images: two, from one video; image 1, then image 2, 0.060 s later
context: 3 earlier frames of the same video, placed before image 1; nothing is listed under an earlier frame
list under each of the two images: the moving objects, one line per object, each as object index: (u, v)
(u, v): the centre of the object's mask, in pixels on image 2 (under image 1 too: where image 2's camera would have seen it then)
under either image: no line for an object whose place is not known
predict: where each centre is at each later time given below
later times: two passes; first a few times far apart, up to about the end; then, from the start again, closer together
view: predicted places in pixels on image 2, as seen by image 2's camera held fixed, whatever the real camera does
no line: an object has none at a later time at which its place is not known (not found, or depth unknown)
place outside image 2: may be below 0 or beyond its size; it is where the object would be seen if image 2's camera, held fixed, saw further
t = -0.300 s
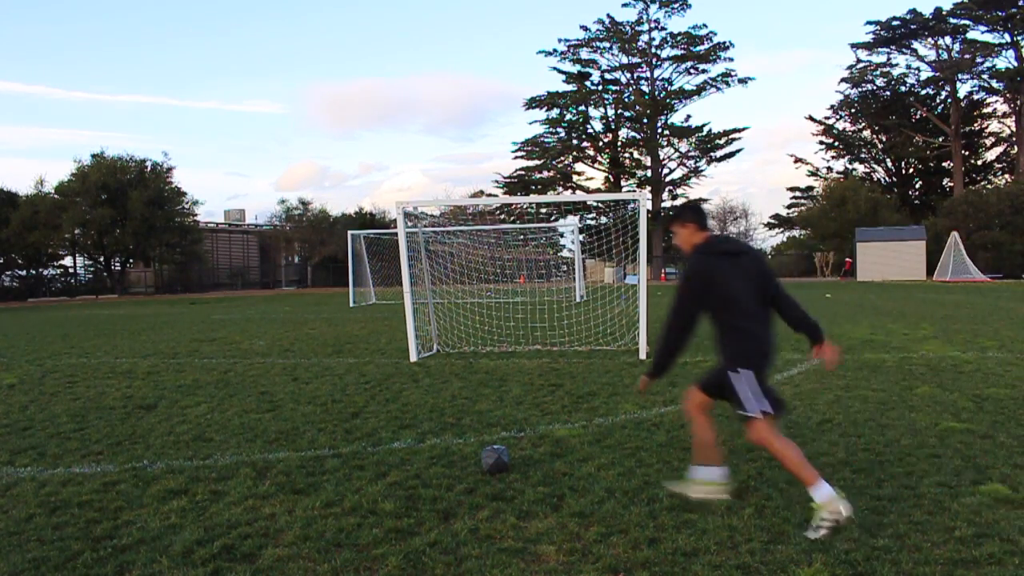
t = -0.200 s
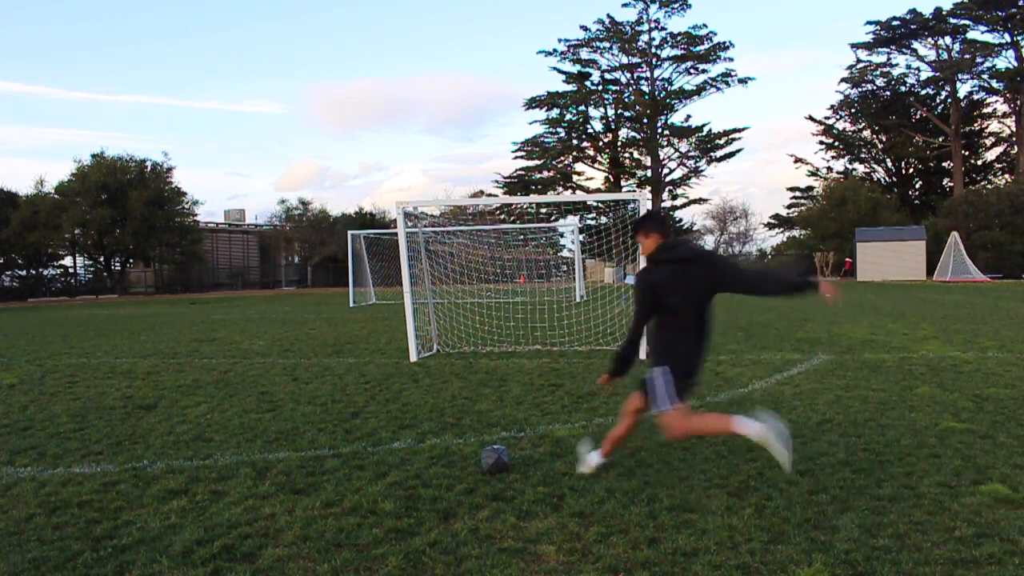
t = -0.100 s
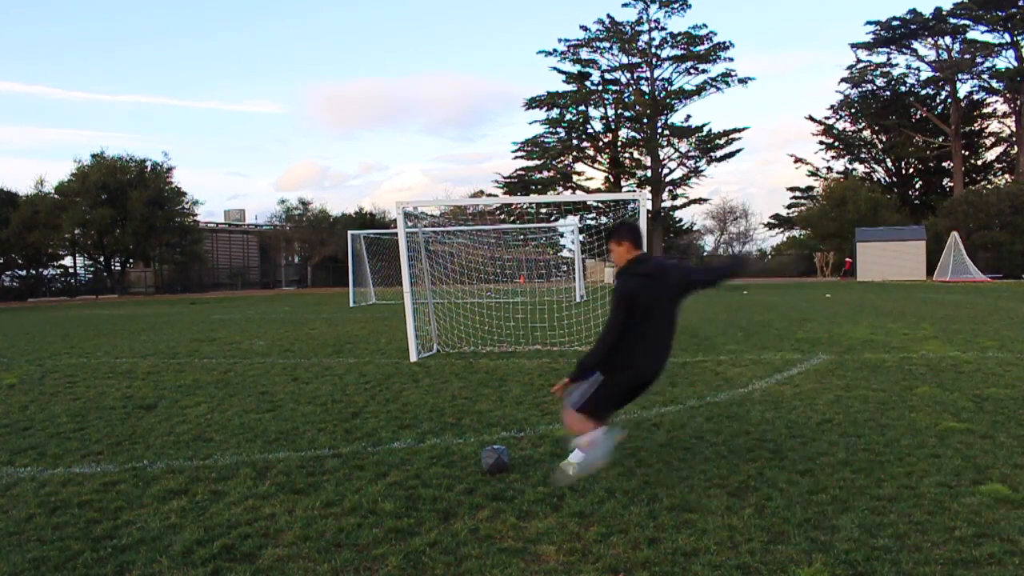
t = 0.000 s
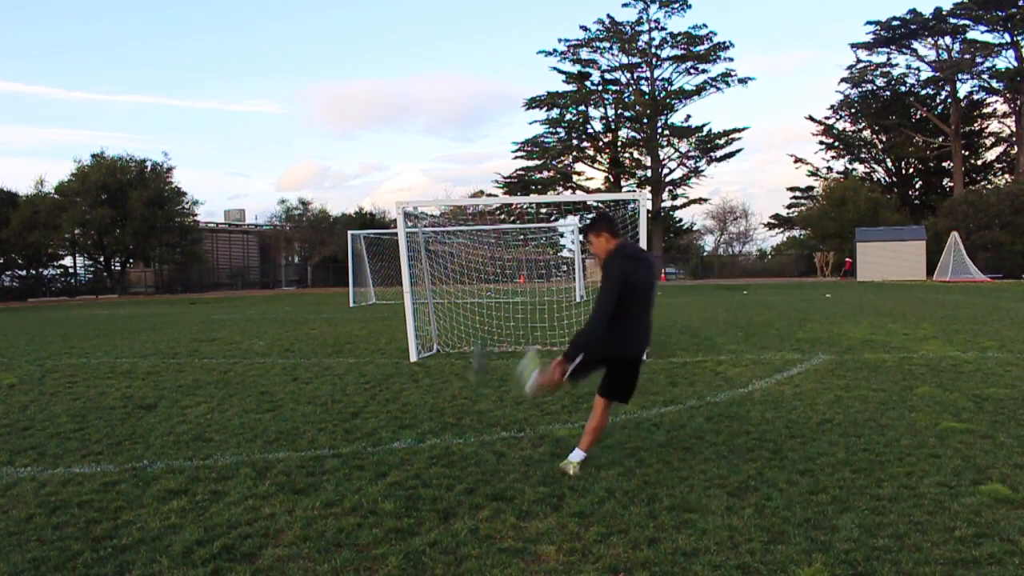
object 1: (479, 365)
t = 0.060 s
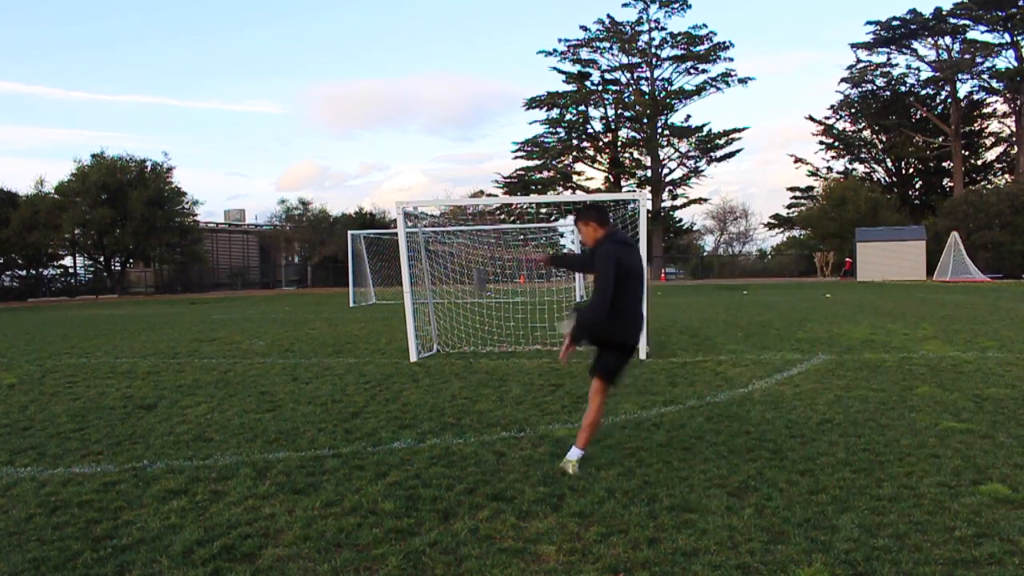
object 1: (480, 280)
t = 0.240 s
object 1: (493, 185)
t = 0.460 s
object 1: (495, 163)
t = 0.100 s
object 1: (480, 250)
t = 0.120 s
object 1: (482, 236)
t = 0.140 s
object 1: (485, 225)
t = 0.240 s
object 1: (493, 185)
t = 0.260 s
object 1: (493, 182)
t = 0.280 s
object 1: (493, 178)
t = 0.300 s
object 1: (494, 175)
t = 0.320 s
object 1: (494, 171)
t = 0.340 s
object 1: (495, 169)
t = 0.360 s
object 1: (495, 167)
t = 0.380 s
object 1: (495, 165)
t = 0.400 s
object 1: (495, 164)
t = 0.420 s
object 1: (496, 163)
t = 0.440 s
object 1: (495, 163)
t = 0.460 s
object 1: (495, 163)
